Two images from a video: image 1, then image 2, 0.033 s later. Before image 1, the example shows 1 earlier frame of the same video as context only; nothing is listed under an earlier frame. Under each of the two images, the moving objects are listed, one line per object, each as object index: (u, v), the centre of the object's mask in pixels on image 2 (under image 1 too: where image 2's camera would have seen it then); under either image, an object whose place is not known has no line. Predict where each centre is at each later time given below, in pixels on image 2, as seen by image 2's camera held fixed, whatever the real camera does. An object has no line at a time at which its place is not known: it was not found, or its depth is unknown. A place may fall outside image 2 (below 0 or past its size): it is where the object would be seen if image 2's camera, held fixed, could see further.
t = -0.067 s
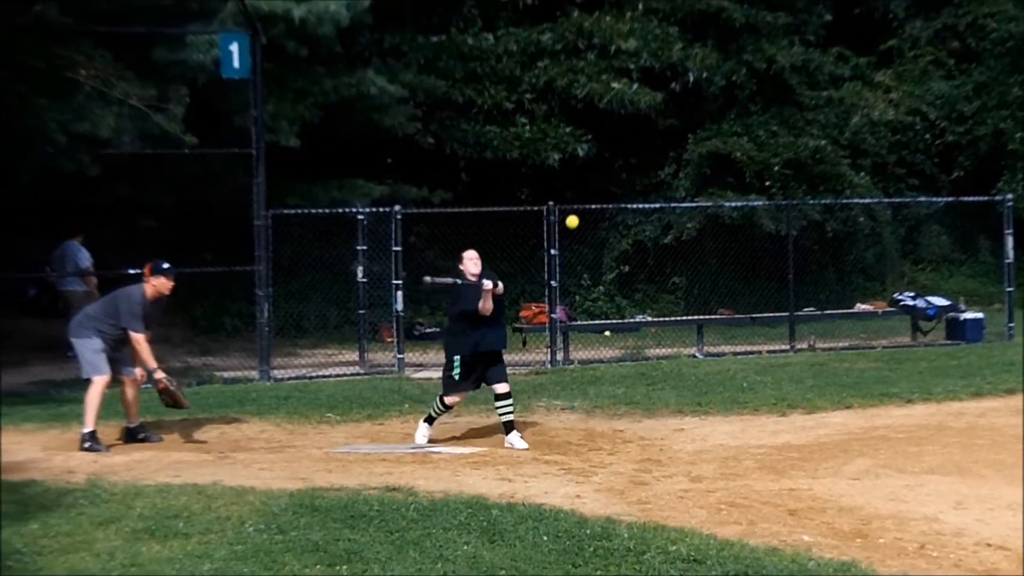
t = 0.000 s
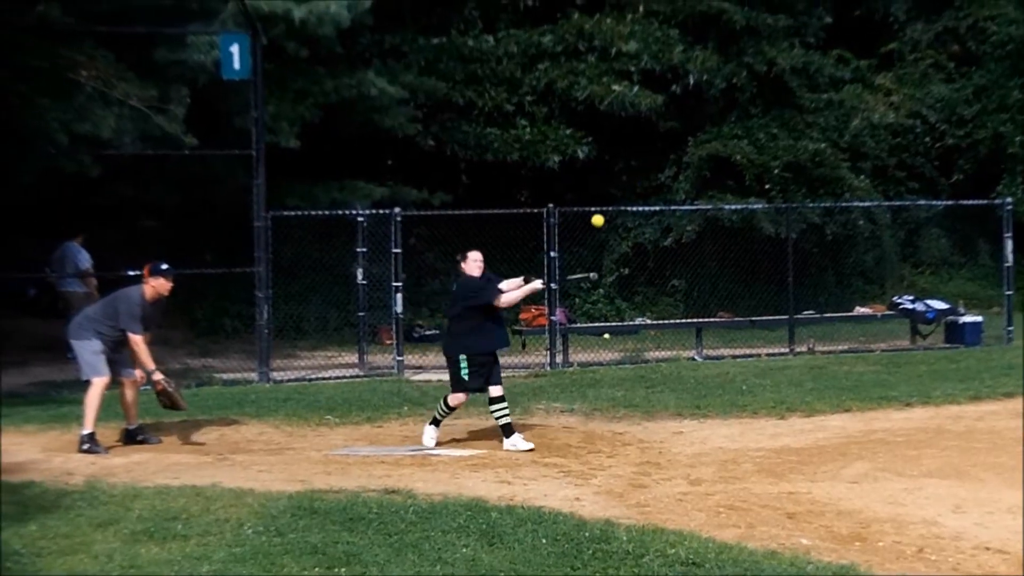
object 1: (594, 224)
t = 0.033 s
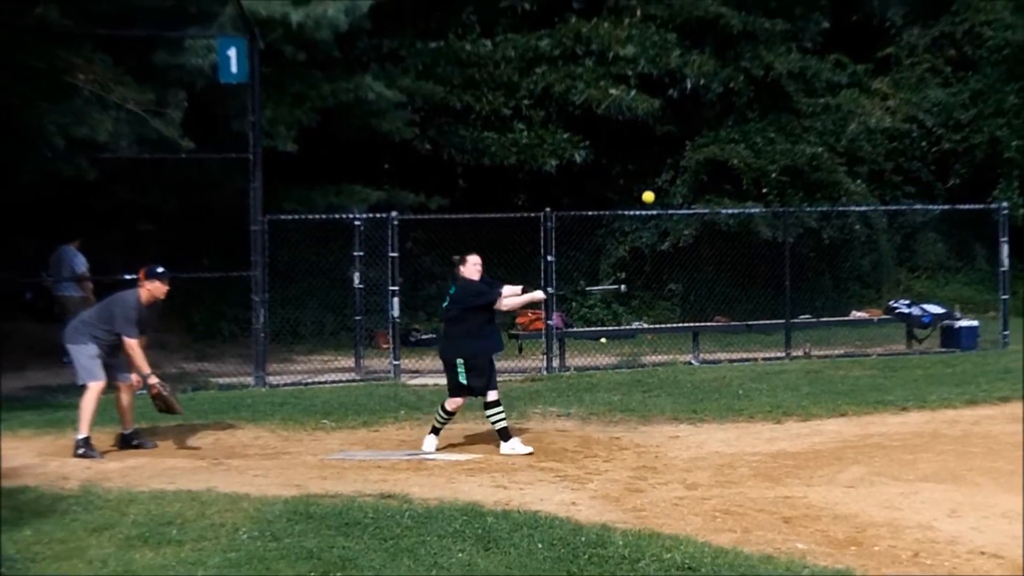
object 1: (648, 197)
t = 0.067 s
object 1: (703, 171)
